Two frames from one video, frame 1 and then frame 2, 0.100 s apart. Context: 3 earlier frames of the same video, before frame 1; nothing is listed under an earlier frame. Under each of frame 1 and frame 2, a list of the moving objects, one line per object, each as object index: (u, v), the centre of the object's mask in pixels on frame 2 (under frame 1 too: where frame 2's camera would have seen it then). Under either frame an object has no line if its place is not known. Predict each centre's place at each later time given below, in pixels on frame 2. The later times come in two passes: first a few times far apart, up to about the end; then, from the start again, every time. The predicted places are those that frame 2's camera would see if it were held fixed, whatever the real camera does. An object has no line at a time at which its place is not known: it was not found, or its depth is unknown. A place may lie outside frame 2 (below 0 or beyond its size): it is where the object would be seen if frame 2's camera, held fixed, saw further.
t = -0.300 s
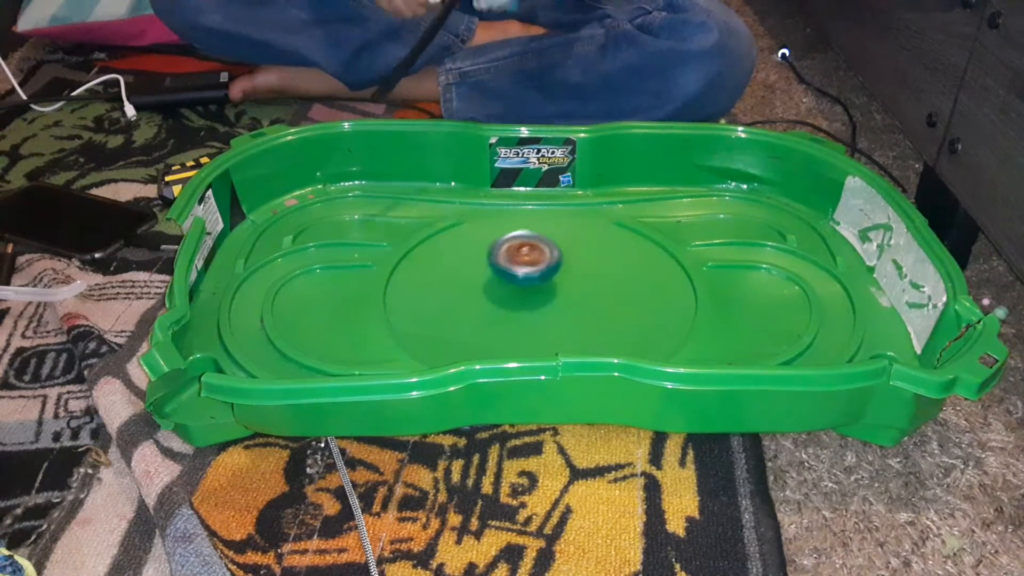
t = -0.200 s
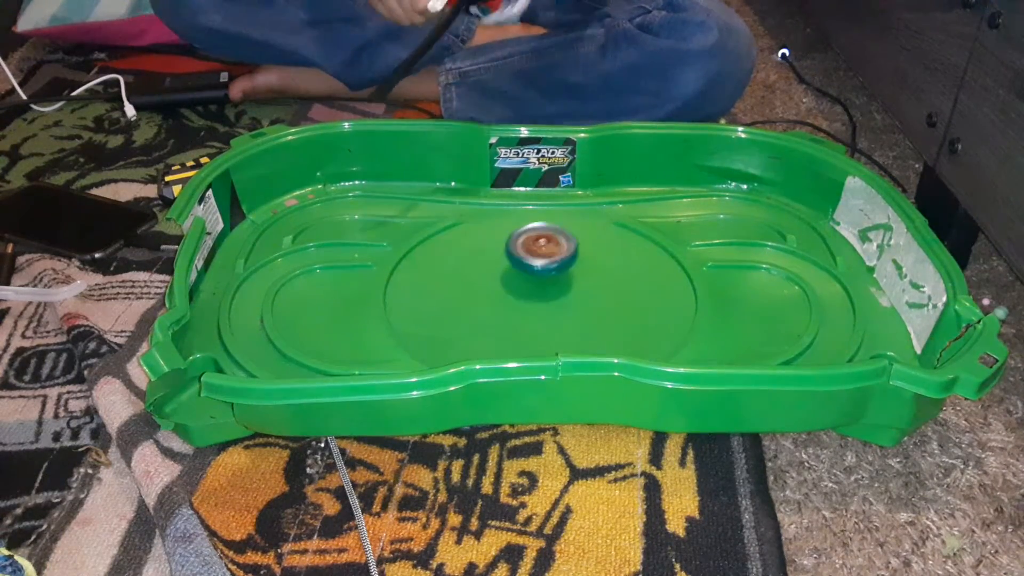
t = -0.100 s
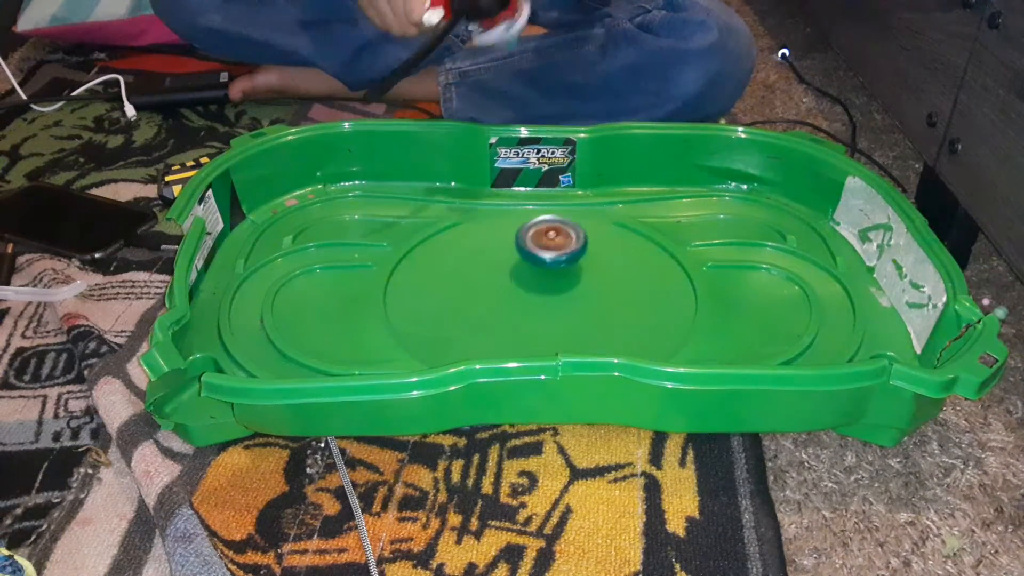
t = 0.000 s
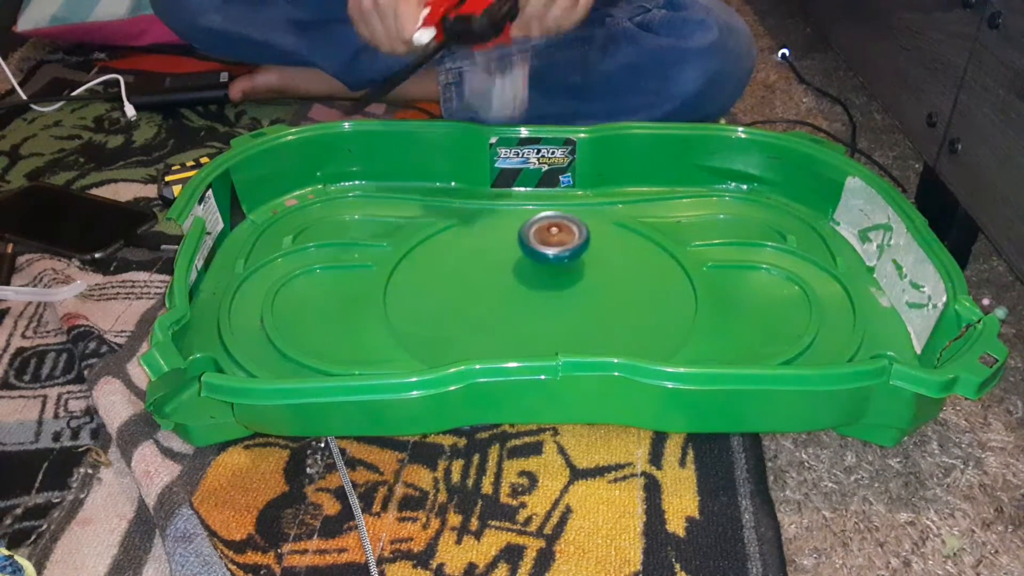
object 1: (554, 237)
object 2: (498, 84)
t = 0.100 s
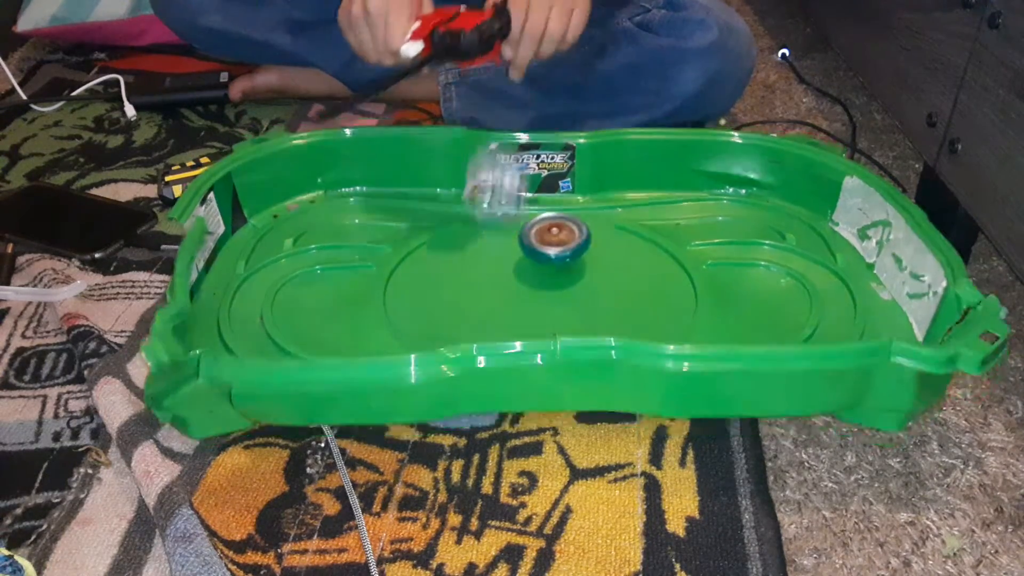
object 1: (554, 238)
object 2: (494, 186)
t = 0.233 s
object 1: (571, 241)
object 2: (492, 251)
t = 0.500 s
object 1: (597, 266)
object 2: (486, 313)
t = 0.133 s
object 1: (556, 237)
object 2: (494, 208)
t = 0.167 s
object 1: (558, 237)
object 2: (493, 223)
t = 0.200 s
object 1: (564, 239)
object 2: (495, 241)
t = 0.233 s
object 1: (571, 241)
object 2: (492, 251)
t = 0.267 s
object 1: (577, 244)
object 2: (489, 267)
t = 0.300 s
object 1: (581, 247)
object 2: (488, 280)
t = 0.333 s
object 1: (584, 250)
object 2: (489, 291)
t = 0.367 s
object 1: (588, 253)
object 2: (489, 299)
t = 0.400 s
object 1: (591, 256)
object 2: (487, 306)
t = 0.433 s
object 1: (593, 260)
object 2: (485, 310)
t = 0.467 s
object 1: (594, 263)
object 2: (485, 312)
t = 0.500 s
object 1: (597, 266)
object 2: (486, 313)
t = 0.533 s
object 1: (598, 269)
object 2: (488, 314)
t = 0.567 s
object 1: (599, 271)
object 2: (489, 314)
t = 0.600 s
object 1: (600, 275)
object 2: (491, 315)
